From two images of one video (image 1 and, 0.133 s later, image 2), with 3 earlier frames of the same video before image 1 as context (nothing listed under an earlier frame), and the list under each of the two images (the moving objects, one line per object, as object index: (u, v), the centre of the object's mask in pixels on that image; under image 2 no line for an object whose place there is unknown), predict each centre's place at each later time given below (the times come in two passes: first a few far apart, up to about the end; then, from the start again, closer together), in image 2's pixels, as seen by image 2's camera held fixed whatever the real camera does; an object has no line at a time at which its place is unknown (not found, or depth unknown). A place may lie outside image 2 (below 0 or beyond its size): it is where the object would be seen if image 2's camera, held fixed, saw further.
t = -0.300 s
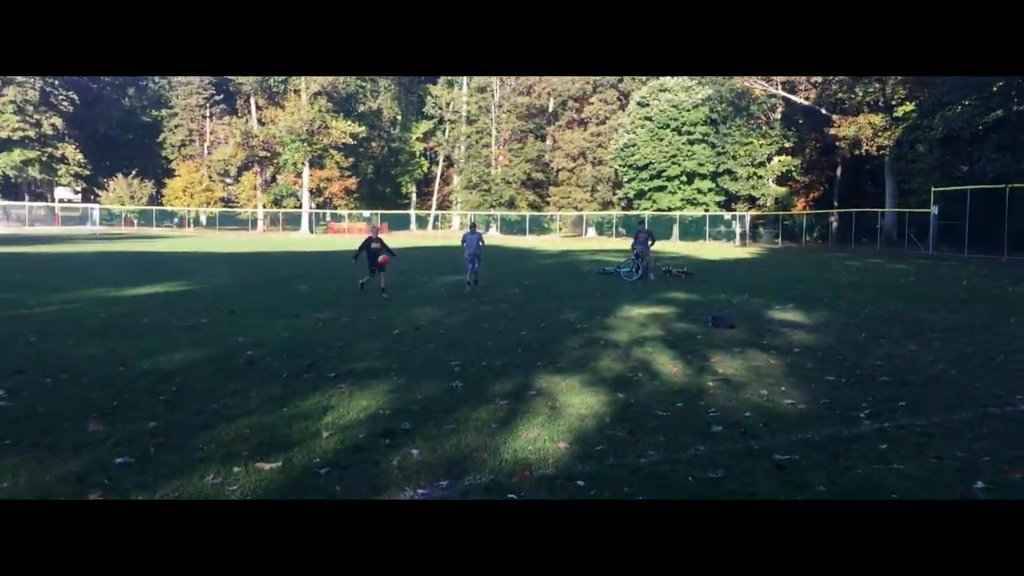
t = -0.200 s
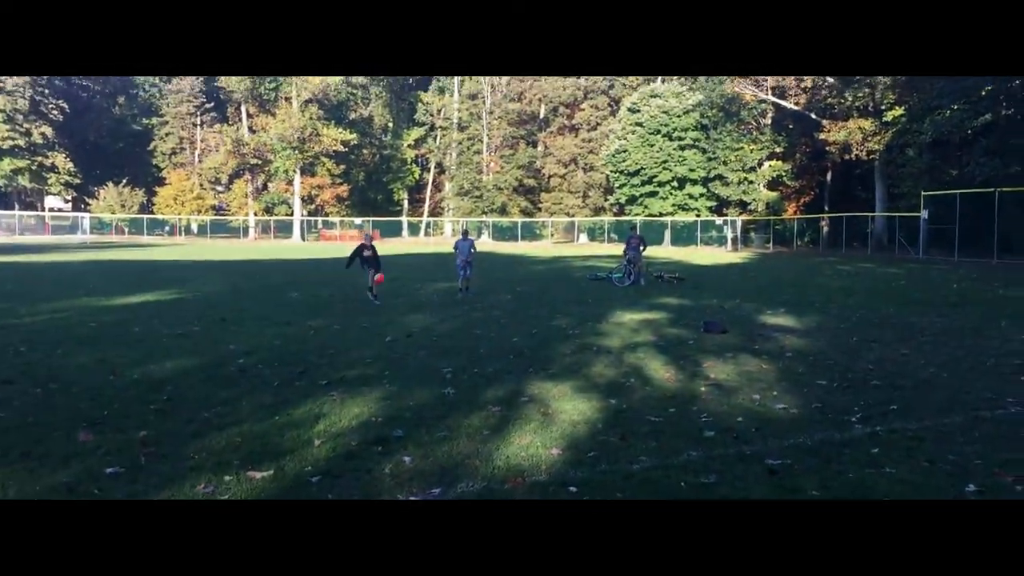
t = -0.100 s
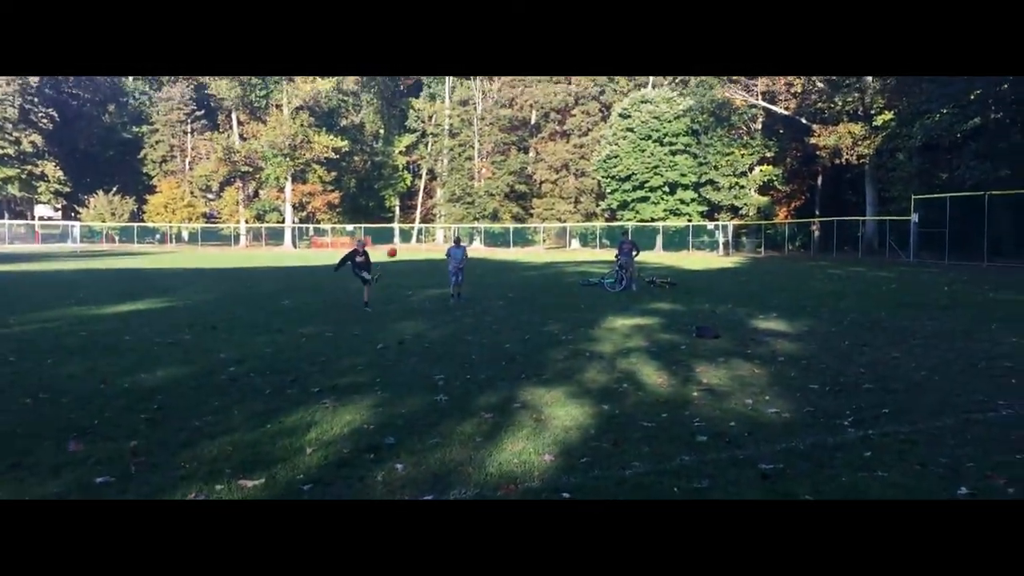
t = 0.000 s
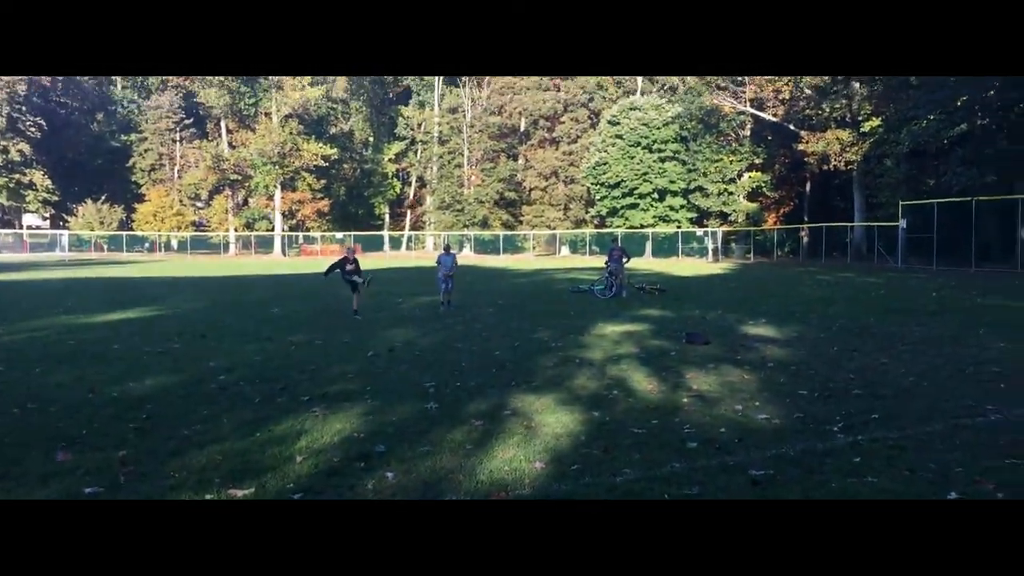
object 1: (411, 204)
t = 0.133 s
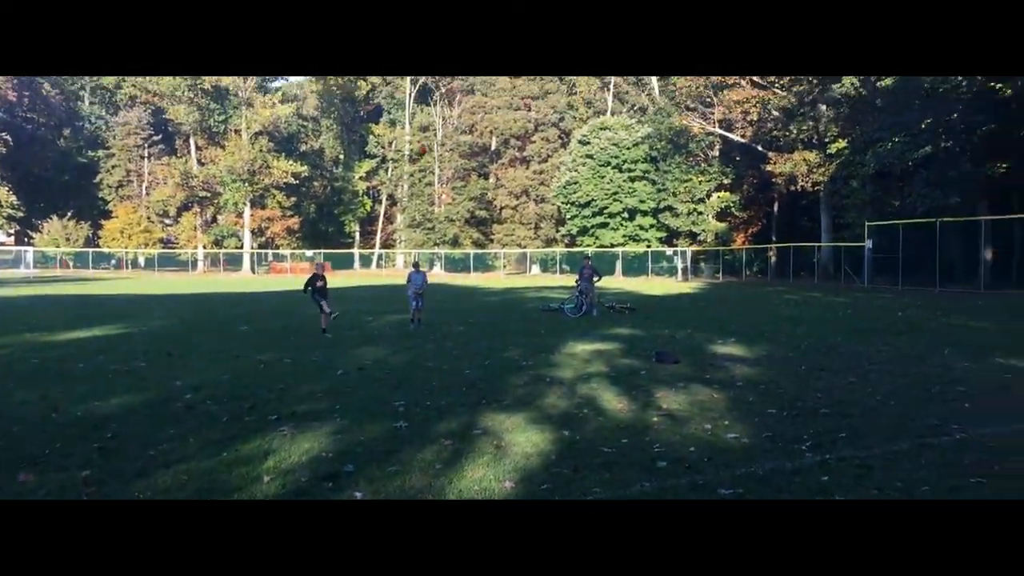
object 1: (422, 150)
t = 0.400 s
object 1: (504, 22)
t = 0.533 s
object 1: (551, -35)
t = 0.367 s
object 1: (493, 36)
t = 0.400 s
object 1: (504, 22)
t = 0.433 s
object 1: (516, 6)
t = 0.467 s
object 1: (527, -8)
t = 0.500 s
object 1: (539, -22)
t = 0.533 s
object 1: (551, -35)
